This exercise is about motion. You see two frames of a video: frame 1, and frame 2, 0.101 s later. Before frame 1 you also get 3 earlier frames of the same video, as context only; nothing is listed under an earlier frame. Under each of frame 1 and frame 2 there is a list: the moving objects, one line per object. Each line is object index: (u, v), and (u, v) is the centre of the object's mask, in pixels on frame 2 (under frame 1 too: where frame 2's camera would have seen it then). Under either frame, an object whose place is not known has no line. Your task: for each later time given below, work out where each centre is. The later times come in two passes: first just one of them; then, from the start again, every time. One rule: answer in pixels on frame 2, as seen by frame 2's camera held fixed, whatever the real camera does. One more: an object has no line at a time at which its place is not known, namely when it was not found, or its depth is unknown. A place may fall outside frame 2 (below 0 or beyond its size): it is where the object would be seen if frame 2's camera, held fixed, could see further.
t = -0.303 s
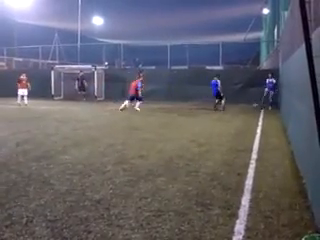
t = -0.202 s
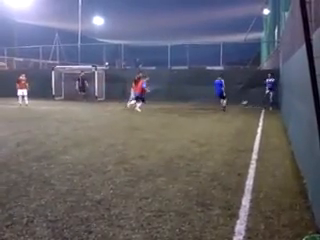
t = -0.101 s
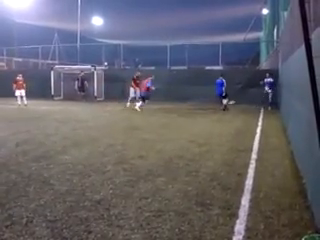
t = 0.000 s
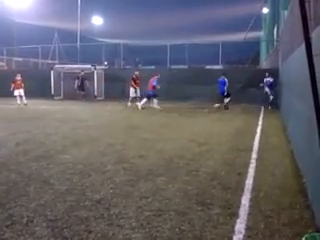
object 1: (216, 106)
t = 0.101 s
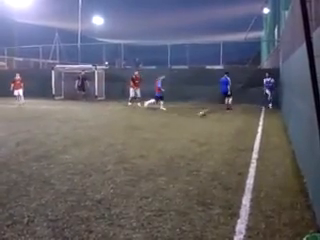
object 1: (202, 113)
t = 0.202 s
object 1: (188, 113)
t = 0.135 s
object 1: (196, 116)
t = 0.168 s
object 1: (192, 114)
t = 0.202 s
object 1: (188, 113)
